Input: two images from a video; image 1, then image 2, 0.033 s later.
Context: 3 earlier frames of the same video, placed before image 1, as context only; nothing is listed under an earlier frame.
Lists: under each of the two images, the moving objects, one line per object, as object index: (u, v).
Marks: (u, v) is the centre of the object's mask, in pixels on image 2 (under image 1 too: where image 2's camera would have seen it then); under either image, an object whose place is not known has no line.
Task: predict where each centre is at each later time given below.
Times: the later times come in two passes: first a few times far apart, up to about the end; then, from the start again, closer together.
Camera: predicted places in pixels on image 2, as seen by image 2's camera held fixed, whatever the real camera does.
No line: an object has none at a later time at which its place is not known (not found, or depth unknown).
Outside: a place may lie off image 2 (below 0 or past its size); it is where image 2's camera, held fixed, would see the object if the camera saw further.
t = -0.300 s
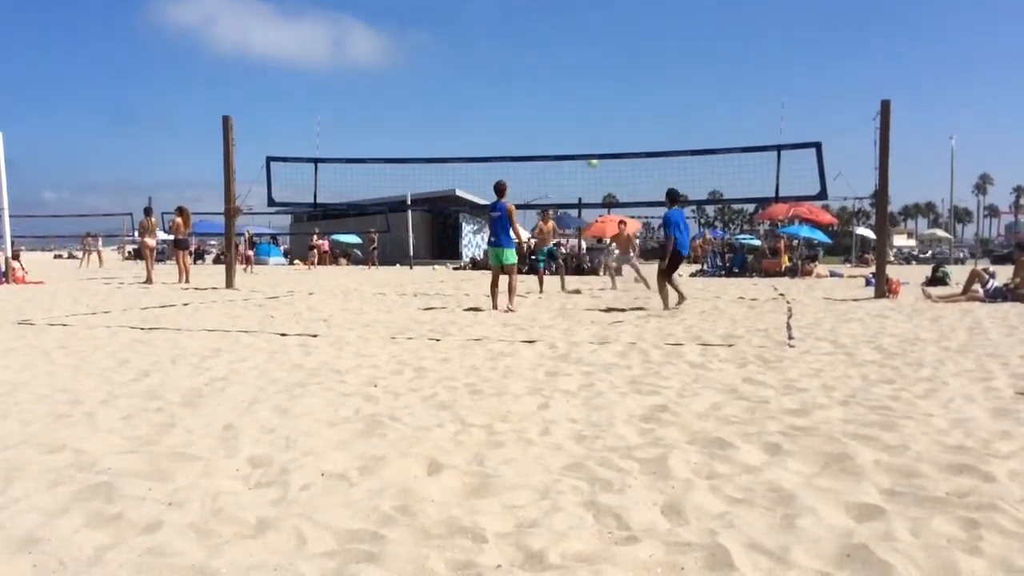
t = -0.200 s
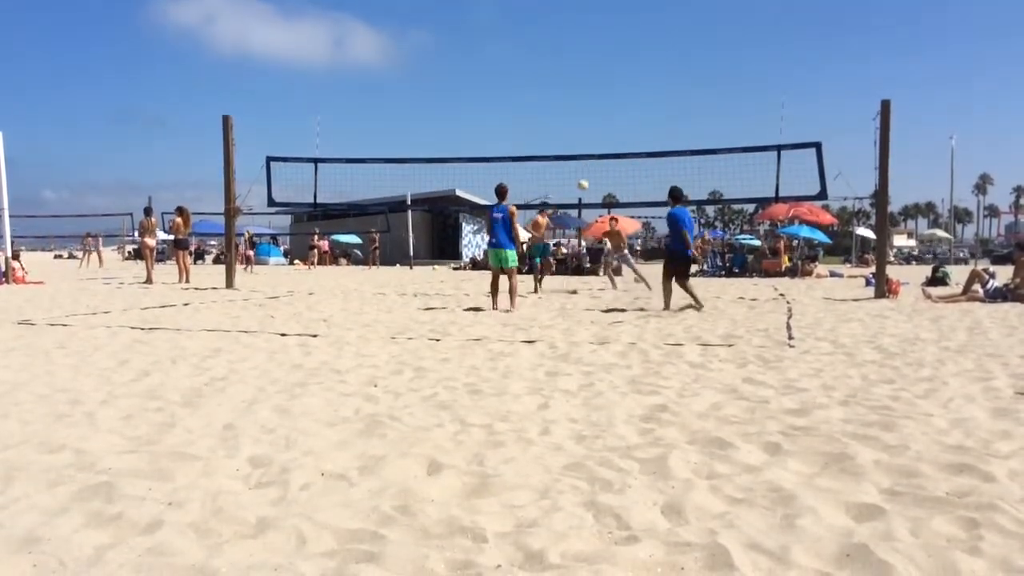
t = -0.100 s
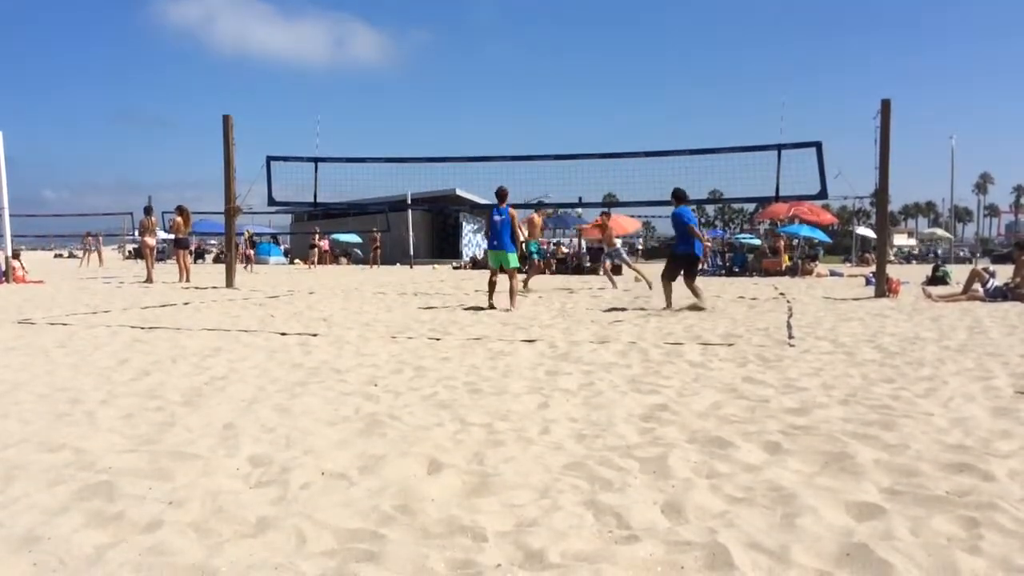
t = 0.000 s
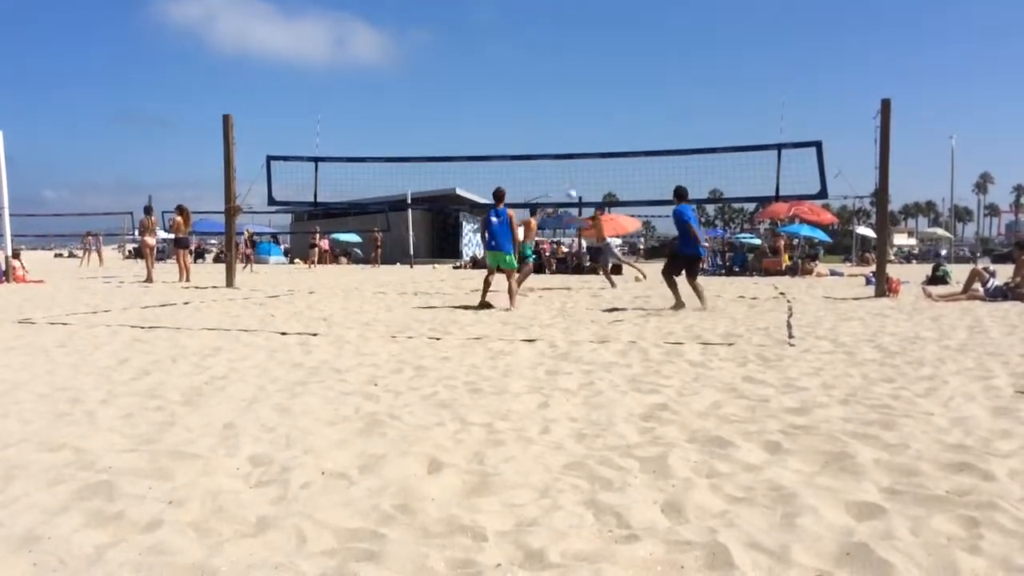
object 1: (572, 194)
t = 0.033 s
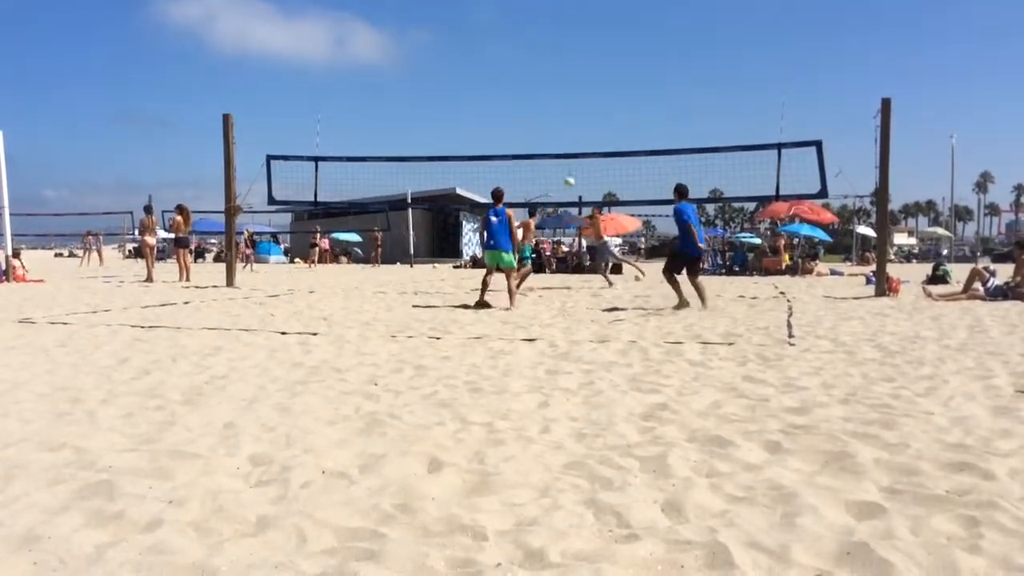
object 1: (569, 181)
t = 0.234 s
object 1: (561, 121)
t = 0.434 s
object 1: (554, 77)
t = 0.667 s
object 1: (549, 49)
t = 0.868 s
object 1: (545, 47)
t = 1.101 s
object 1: (543, 71)
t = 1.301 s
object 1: (543, 116)
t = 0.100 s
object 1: (568, 161)
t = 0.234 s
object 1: (561, 121)
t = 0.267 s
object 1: (560, 112)
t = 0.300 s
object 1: (559, 103)
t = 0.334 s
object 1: (557, 96)
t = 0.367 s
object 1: (556, 89)
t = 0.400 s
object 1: (555, 83)
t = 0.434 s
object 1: (554, 77)
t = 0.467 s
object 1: (553, 71)
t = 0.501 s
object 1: (553, 66)
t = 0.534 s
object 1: (552, 62)
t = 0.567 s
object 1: (552, 59)
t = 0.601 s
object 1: (551, 55)
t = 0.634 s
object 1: (549, 52)
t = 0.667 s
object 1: (549, 49)
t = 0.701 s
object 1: (547, 47)
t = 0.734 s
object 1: (547, 46)
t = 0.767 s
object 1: (547, 45)
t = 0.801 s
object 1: (546, 45)
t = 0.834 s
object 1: (545, 46)
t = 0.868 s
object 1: (545, 47)
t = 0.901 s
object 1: (544, 48)
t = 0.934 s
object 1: (544, 51)
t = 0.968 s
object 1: (544, 54)
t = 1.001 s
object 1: (543, 57)
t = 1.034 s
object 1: (543, 61)
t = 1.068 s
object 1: (543, 66)
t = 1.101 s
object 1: (543, 71)
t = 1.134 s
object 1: (543, 77)
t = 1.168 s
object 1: (543, 84)
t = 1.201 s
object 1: (543, 91)
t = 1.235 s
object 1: (543, 99)
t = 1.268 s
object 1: (543, 107)
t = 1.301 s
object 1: (543, 116)
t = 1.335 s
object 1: (543, 126)
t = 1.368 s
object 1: (543, 135)
